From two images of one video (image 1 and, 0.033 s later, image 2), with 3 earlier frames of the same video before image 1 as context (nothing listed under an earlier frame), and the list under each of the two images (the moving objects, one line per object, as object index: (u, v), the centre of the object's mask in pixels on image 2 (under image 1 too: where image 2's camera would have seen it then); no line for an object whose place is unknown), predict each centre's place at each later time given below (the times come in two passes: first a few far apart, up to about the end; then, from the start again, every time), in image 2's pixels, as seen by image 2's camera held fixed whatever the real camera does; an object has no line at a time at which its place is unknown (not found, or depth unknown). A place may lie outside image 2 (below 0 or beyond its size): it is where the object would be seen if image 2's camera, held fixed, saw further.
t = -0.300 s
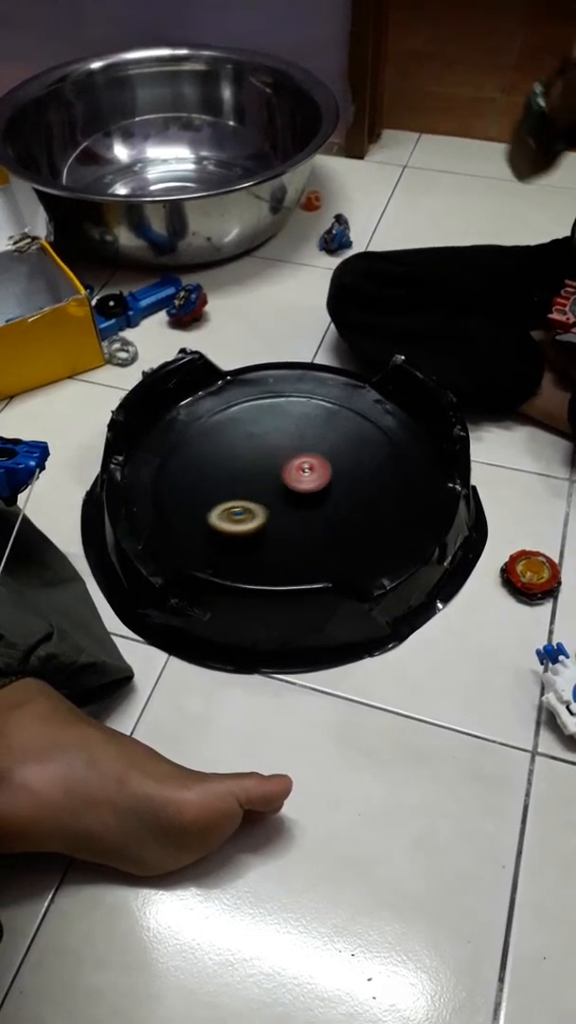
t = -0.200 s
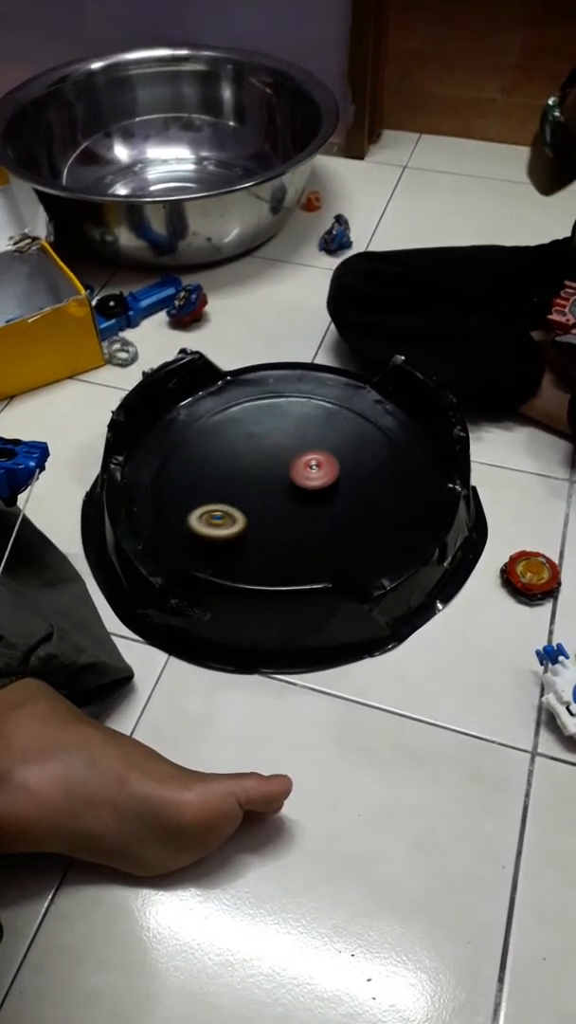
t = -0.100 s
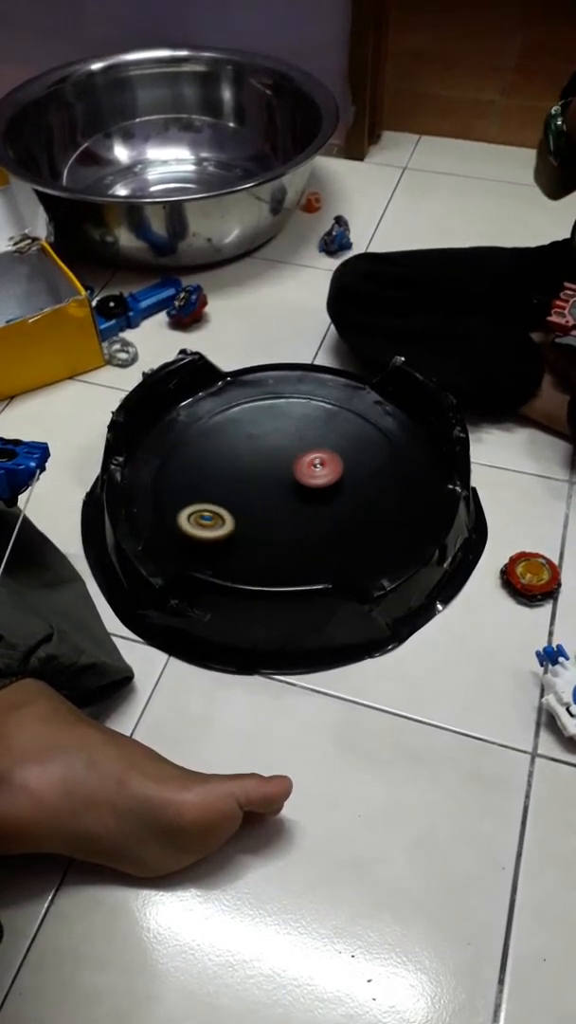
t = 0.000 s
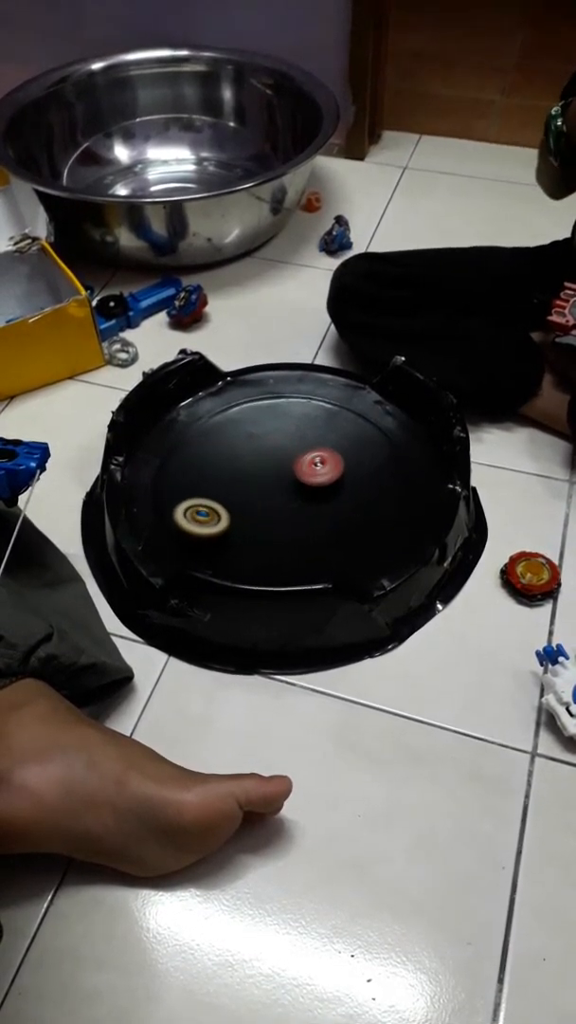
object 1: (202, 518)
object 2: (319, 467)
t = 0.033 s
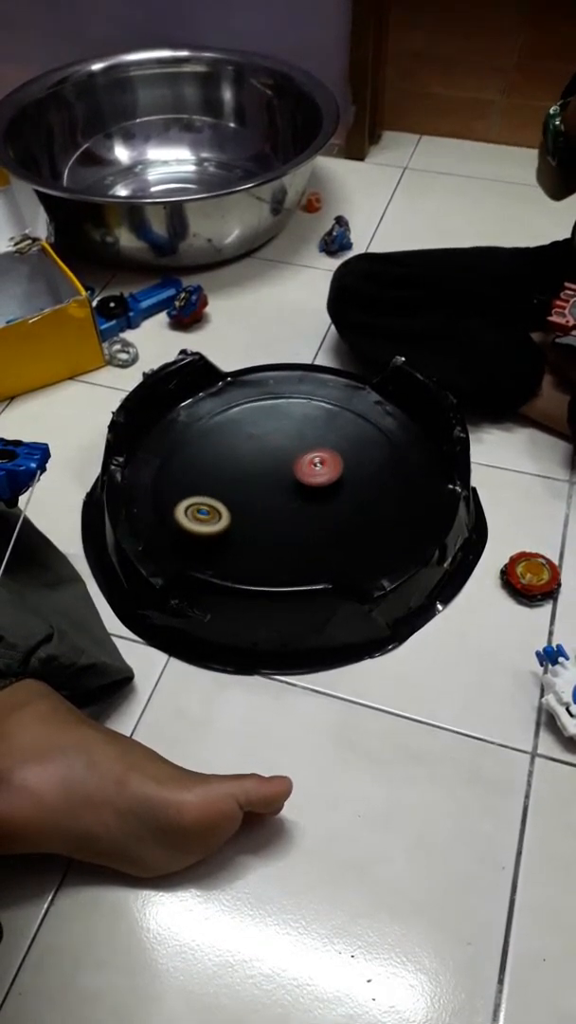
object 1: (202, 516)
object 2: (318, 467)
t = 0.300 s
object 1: (238, 487)
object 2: (305, 472)
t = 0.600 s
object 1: (262, 447)
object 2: (312, 480)
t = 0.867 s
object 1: (287, 436)
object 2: (297, 485)
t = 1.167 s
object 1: (312, 459)
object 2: (272, 496)
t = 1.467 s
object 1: (333, 484)
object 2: (251, 503)
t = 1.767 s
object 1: (312, 502)
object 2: (250, 496)
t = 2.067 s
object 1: (280, 507)
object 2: (255, 473)
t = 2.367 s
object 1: (250, 492)
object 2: (272, 459)
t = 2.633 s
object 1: (232, 476)
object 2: (295, 451)
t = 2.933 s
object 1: (247, 471)
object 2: (310, 459)
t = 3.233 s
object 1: (260, 463)
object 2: (320, 483)
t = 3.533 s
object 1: (270, 465)
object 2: (304, 503)
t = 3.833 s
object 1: (278, 463)
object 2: (273, 511)
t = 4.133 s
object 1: (292, 462)
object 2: (242, 499)
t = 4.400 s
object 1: (309, 457)
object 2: (241, 479)
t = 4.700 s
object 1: (324, 480)
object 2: (243, 453)
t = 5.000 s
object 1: (330, 500)
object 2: (272, 462)
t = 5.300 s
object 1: (282, 512)
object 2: (292, 466)
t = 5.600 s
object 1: (240, 493)
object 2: (296, 476)
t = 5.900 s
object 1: (246, 462)
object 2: (292, 485)
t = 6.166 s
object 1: (283, 451)
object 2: (290, 499)
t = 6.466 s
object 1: (309, 465)
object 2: (276, 514)
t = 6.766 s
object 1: (298, 479)
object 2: (256, 507)
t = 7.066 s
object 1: (305, 461)
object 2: (259, 487)
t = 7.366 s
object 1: (328, 460)
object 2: (272, 478)
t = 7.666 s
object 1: (320, 477)
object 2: (267, 482)
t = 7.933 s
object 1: (301, 479)
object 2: (246, 478)
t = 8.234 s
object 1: (292, 488)
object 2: (245, 468)
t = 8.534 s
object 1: (281, 497)
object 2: (261, 462)
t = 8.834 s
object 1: (269, 505)
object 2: (276, 463)
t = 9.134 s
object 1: (268, 504)
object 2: (281, 465)
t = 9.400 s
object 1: (282, 508)
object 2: (287, 466)
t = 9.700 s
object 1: (285, 508)
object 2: (280, 468)
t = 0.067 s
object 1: (204, 513)
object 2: (317, 467)
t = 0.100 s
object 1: (207, 510)
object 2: (316, 467)
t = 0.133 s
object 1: (210, 507)
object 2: (315, 468)
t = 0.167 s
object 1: (215, 504)
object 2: (314, 468)
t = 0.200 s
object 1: (221, 500)
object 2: (312, 469)
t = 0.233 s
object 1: (226, 495)
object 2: (309, 470)
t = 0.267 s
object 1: (232, 491)
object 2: (307, 471)
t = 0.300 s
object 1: (238, 487)
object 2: (305, 472)
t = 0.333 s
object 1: (243, 483)
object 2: (301, 473)
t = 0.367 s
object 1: (246, 479)
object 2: (300, 474)
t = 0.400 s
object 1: (244, 474)
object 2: (306, 475)
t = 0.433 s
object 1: (244, 469)
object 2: (309, 476)
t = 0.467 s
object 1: (246, 465)
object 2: (311, 477)
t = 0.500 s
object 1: (250, 460)
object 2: (311, 478)
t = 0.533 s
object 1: (253, 455)
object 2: (312, 479)
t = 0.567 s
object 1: (258, 451)
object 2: (312, 480)
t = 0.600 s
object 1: (262, 447)
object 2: (312, 480)
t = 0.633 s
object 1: (265, 444)
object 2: (312, 481)
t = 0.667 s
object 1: (268, 442)
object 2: (311, 482)
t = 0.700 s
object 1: (270, 440)
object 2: (309, 483)
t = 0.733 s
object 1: (274, 438)
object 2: (308, 483)
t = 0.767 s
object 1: (277, 437)
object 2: (305, 485)
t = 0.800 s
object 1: (280, 436)
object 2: (303, 485)
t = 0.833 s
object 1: (283, 436)
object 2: (300, 485)
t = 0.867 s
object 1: (287, 436)
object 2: (297, 485)
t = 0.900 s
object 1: (290, 437)
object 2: (296, 485)
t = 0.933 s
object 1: (292, 439)
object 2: (294, 487)
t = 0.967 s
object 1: (295, 441)
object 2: (291, 488)
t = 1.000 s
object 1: (297, 443)
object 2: (288, 490)
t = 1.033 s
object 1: (300, 446)
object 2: (286, 491)
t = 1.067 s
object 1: (303, 450)
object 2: (283, 492)
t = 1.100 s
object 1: (305, 453)
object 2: (280, 493)
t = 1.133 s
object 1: (308, 457)
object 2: (277, 494)
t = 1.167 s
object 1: (312, 459)
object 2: (272, 496)
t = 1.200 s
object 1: (315, 462)
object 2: (269, 497)
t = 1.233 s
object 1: (318, 464)
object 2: (267, 498)
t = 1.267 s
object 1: (322, 467)
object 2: (264, 500)
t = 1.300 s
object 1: (325, 470)
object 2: (262, 501)
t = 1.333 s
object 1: (327, 473)
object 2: (260, 502)
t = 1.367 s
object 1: (329, 476)
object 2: (257, 502)
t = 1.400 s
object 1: (331, 479)
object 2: (255, 503)
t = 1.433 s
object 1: (332, 482)
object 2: (253, 503)
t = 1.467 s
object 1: (333, 484)
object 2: (251, 503)
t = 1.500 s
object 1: (334, 487)
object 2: (250, 503)
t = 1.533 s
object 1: (334, 490)
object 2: (248, 503)
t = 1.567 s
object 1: (333, 492)
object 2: (248, 503)
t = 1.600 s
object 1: (331, 494)
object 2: (247, 502)
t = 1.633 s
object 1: (329, 496)
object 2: (247, 501)
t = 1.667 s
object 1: (325, 498)
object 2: (247, 500)
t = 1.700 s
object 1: (322, 499)
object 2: (248, 499)
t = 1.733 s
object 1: (317, 501)
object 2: (249, 498)
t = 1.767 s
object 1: (312, 502)
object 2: (250, 496)
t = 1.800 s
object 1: (307, 503)
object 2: (251, 494)
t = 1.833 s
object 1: (302, 504)
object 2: (251, 493)
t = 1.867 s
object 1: (300, 505)
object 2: (249, 488)
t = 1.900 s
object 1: (298, 506)
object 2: (249, 485)
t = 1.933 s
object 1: (295, 507)
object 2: (250, 483)
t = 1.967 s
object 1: (292, 507)
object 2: (251, 480)
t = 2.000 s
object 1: (288, 507)
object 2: (252, 478)
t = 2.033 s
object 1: (284, 507)
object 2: (253, 476)
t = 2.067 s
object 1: (280, 507)
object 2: (255, 473)
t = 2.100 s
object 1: (276, 506)
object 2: (256, 471)
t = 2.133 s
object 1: (272, 505)
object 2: (258, 470)
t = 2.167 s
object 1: (268, 504)
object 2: (260, 467)
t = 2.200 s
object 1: (265, 503)
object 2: (262, 466)
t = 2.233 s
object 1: (261, 501)
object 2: (264, 464)
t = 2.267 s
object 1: (258, 499)
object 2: (266, 462)
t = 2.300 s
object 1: (255, 497)
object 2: (268, 461)
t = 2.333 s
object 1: (252, 494)
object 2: (270, 460)
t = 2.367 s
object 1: (250, 492)
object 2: (272, 459)
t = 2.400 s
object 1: (248, 489)
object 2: (274, 458)
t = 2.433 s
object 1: (246, 486)
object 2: (276, 457)
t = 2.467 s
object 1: (245, 483)
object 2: (278, 456)
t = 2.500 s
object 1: (244, 480)
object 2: (281, 455)
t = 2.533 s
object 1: (240, 479)
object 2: (286, 453)
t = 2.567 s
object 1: (237, 478)
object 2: (290, 452)
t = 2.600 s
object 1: (234, 477)
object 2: (293, 451)
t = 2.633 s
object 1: (232, 476)
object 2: (295, 451)
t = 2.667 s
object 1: (230, 475)
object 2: (298, 451)
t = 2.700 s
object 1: (229, 474)
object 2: (300, 451)
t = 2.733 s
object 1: (230, 474)
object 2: (301, 451)
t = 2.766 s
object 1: (231, 473)
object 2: (303, 452)
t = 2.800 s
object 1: (233, 474)
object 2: (305, 453)
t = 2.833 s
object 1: (236, 473)
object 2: (307, 454)
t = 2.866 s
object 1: (239, 473)
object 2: (308, 455)
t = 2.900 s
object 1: (242, 473)
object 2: (309, 458)
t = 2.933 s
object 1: (247, 471)
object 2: (310, 459)
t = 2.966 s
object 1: (251, 471)
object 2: (311, 462)
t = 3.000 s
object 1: (256, 470)
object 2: (312, 464)
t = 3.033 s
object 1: (260, 469)
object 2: (313, 467)
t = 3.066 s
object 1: (262, 468)
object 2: (315, 469)
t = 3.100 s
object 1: (261, 466)
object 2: (318, 472)
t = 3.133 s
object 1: (260, 465)
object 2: (319, 475)
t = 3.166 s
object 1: (260, 464)
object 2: (319, 478)
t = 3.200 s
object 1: (259, 463)
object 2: (320, 481)
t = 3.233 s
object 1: (260, 463)
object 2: (320, 483)
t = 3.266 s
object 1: (260, 463)
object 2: (319, 485)
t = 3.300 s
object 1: (261, 462)
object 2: (319, 488)
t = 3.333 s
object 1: (261, 462)
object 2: (318, 491)
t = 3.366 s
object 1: (262, 462)
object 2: (316, 493)
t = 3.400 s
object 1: (263, 462)
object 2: (314, 495)
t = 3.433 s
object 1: (265, 463)
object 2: (312, 497)
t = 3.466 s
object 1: (266, 464)
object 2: (309, 499)
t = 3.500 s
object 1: (268, 464)
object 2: (307, 501)
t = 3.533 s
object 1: (270, 465)
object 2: (304, 503)
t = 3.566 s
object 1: (271, 466)
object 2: (300, 504)
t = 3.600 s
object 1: (274, 467)
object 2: (297, 505)
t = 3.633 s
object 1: (276, 468)
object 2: (294, 507)
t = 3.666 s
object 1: (276, 466)
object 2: (291, 510)
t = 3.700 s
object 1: (276, 465)
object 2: (287, 511)
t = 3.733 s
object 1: (277, 464)
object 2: (284, 511)
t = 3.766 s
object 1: (278, 463)
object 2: (280, 511)
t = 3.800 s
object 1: (278, 463)
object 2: (276, 511)
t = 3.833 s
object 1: (278, 463)
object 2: (273, 511)
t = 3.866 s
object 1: (279, 463)
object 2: (269, 510)
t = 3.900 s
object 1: (279, 463)
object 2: (266, 509)
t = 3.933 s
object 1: (280, 463)
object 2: (263, 508)
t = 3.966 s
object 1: (280, 464)
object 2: (260, 506)
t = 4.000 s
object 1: (281, 464)
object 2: (257, 504)
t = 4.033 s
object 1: (282, 465)
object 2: (254, 502)
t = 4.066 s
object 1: (282, 466)
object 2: (252, 500)
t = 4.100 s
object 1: (287, 465)
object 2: (247, 500)
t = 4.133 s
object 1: (292, 462)
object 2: (242, 499)
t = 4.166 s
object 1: (297, 460)
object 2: (238, 496)
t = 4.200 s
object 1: (300, 459)
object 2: (238, 494)
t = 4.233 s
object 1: (302, 458)
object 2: (238, 491)
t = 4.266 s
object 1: (304, 458)
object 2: (238, 489)
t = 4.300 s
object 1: (306, 457)
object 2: (238, 486)
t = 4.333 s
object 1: (308, 457)
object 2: (238, 484)
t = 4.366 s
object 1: (309, 457)
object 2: (239, 481)
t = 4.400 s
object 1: (309, 457)
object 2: (241, 479)
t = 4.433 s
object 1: (308, 458)
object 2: (243, 477)
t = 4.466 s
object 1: (308, 459)
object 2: (245, 474)
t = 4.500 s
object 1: (307, 460)
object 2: (247, 471)
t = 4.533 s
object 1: (306, 461)
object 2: (250, 469)
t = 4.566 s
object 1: (305, 463)
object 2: (252, 467)
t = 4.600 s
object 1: (307, 466)
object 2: (251, 464)
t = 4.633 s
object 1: (314, 471)
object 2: (246, 459)
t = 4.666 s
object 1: (320, 476)
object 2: (242, 455)
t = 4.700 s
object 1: (324, 480)
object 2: (243, 453)
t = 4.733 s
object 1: (327, 483)
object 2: (245, 453)
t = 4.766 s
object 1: (330, 485)
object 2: (248, 453)
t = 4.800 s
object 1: (332, 488)
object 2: (252, 453)
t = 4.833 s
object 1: (334, 491)
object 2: (255, 453)
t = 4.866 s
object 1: (335, 493)
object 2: (258, 454)
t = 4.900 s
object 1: (335, 495)
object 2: (261, 456)
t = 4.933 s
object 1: (334, 497)
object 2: (265, 457)
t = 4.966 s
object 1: (333, 499)
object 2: (268, 459)
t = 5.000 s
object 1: (330, 500)
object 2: (272, 462)
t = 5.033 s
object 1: (326, 501)
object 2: (275, 464)
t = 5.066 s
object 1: (322, 503)
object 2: (279, 467)
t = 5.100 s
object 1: (316, 503)
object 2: (283, 469)
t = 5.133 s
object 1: (310, 503)
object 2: (286, 471)
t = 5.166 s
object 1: (305, 506)
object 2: (288, 469)
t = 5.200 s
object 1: (300, 510)
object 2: (289, 465)
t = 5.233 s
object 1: (293, 511)
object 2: (290, 464)
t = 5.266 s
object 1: (287, 512)
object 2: (291, 465)
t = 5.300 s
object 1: (282, 512)
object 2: (292, 466)
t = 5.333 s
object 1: (277, 512)
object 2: (292, 467)
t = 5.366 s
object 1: (272, 511)
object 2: (292, 468)
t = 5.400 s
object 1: (266, 510)
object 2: (292, 470)
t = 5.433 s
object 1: (261, 507)
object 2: (291, 471)
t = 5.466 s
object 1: (258, 505)
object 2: (291, 473)
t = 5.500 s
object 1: (254, 502)
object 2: (290, 475)
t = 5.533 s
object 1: (249, 499)
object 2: (292, 477)
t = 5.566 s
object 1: (243, 496)
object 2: (295, 476)
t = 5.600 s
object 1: (240, 493)
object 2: (296, 476)
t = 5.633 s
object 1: (238, 489)
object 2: (296, 477)
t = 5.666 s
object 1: (237, 486)
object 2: (296, 477)
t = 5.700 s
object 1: (236, 482)
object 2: (295, 478)
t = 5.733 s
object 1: (236, 478)
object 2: (295, 479)
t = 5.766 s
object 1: (236, 475)
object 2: (294, 480)
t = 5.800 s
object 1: (238, 472)
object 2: (293, 480)
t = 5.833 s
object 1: (240, 468)
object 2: (292, 481)
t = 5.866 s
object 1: (243, 465)
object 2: (292, 483)
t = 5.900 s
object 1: (246, 462)
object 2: (292, 485)
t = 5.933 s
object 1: (249, 460)
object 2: (293, 487)
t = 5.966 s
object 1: (253, 458)
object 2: (293, 488)
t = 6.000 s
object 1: (257, 456)
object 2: (292, 490)
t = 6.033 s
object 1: (262, 455)
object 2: (292, 491)
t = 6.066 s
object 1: (267, 455)
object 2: (292, 491)
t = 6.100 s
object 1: (272, 454)
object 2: (292, 492)
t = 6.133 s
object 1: (277, 454)
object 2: (291, 493)
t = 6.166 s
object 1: (283, 451)
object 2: (290, 499)
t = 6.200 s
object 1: (289, 450)
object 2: (289, 503)
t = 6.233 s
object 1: (293, 450)
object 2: (287, 506)
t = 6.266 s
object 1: (297, 451)
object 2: (287, 508)
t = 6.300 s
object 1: (300, 451)
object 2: (285, 509)
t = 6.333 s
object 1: (303, 453)
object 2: (284, 511)
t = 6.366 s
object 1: (306, 456)
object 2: (282, 512)
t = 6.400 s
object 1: (307, 459)
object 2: (280, 513)
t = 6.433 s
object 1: (309, 462)
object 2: (278, 513)
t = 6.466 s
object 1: (309, 465)
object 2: (276, 514)
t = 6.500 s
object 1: (309, 468)
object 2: (273, 514)
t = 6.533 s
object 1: (308, 472)
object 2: (272, 513)
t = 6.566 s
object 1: (306, 476)
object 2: (269, 513)
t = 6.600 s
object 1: (303, 479)
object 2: (268, 512)
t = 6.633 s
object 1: (301, 479)
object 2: (265, 511)
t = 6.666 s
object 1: (301, 480)
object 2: (262, 510)
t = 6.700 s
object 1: (300, 480)
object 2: (261, 508)
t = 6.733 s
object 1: (299, 480)
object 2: (259, 507)
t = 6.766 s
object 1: (298, 479)
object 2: (256, 507)
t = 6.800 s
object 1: (296, 478)
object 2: (255, 504)
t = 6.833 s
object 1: (296, 476)
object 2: (253, 503)
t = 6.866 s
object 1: (298, 473)
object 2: (249, 501)
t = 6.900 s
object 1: (299, 471)
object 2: (248, 498)
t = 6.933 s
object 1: (300, 468)
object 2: (249, 496)
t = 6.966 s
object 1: (302, 467)
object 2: (251, 493)
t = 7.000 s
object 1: (302, 464)
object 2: (253, 491)
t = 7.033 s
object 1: (303, 463)
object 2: (256, 489)
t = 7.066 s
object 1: (305, 461)
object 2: (259, 487)
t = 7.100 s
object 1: (307, 461)
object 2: (261, 485)
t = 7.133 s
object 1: (311, 460)
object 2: (260, 484)
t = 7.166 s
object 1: (313, 460)
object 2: (262, 482)
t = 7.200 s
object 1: (313, 459)
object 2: (265, 481)
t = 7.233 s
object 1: (316, 458)
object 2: (268, 480)
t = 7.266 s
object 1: (320, 459)
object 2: (270, 479)
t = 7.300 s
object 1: (322, 460)
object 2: (272, 479)
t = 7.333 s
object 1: (323, 460)
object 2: (273, 479)
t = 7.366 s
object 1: (328, 460)
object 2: (272, 478)
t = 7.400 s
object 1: (330, 463)
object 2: (273, 478)
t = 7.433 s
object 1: (330, 464)
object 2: (273, 479)
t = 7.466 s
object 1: (330, 464)
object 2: (274, 479)
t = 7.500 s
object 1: (330, 465)
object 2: (275, 480)
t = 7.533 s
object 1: (329, 468)
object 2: (275, 480)
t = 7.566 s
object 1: (329, 471)
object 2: (272, 480)
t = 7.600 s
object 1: (326, 473)
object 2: (270, 481)
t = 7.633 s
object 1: (323, 475)
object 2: (269, 481)
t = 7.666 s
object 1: (320, 477)
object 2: (267, 482)
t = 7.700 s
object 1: (319, 477)
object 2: (265, 482)
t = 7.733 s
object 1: (318, 478)
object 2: (262, 482)
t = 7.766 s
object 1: (318, 480)
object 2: (256, 482)
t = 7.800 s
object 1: (314, 482)
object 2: (253, 481)
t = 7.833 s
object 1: (310, 480)
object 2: (252, 481)
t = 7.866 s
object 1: (307, 479)
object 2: (250, 480)
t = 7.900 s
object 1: (303, 480)
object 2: (248, 480)
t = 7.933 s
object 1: (301, 479)
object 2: (246, 478)
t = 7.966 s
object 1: (299, 479)
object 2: (246, 478)
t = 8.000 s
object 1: (298, 478)
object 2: (244, 476)
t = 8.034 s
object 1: (296, 479)
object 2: (243, 474)
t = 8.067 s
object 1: (294, 478)
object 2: (243, 474)
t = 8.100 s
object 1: (295, 480)
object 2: (242, 473)
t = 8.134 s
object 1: (293, 482)
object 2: (242, 472)
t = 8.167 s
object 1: (292, 483)
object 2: (243, 470)
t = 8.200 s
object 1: (294, 485)
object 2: (243, 468)
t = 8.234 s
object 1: (292, 488)
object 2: (245, 468)
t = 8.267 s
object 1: (291, 488)
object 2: (246, 468)
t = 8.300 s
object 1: (291, 489)
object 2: (248, 467)
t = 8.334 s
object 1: (290, 491)
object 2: (251, 467)
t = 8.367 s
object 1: (289, 492)
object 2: (253, 467)
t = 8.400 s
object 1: (288, 494)
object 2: (254, 465)
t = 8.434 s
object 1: (285, 493)
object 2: (255, 464)
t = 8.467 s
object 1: (283, 496)
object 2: (258, 463)
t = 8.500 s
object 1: (283, 498)
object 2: (260, 463)
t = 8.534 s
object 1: (281, 497)
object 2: (261, 462)
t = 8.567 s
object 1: (281, 498)
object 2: (262, 462)
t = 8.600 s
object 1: (280, 501)
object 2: (264, 460)
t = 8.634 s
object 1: (278, 503)
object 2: (267, 460)
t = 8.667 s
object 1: (275, 504)
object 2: (268, 461)
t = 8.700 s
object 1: (273, 502)
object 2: (268, 462)
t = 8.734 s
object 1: (271, 502)
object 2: (269, 463)
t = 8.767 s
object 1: (270, 503)
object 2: (272, 463)
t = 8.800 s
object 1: (269, 506)
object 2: (275, 462)
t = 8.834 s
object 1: (269, 505)
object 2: (276, 463)
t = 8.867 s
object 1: (269, 507)
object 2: (275, 465)
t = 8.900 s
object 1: (269, 505)
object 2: (275, 465)
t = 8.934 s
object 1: (269, 506)
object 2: (276, 465)
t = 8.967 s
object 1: (270, 505)
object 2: (276, 466)
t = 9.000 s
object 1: (268, 506)
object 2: (279, 466)
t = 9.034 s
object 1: (265, 506)
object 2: (282, 466)
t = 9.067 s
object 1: (266, 506)
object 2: (283, 466)
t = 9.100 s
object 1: (267, 506)
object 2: (282, 465)
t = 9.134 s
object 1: (268, 504)
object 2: (281, 465)
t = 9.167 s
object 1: (271, 502)
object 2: (283, 464)
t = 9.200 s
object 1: (273, 502)
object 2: (283, 464)
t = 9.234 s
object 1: (275, 502)
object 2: (285, 464)
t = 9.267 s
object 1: (277, 502)
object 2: (287, 464)
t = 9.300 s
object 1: (278, 504)
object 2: (286, 466)
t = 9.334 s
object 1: (279, 506)
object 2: (286, 465)
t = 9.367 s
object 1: (280, 507)
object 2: (286, 465)
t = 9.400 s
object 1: (282, 508)
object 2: (287, 466)
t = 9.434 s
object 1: (283, 508)
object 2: (286, 467)
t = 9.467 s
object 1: (283, 508)
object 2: (285, 466)
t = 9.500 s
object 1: (283, 509)
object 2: (284, 467)
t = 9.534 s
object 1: (283, 509)
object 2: (285, 467)
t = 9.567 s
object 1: (282, 509)
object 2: (284, 467)
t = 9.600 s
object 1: (283, 508)
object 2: (283, 467)
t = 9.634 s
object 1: (285, 509)
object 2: (282, 468)
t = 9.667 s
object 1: (284, 509)
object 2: (281, 468)
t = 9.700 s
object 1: (285, 508)
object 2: (280, 468)
